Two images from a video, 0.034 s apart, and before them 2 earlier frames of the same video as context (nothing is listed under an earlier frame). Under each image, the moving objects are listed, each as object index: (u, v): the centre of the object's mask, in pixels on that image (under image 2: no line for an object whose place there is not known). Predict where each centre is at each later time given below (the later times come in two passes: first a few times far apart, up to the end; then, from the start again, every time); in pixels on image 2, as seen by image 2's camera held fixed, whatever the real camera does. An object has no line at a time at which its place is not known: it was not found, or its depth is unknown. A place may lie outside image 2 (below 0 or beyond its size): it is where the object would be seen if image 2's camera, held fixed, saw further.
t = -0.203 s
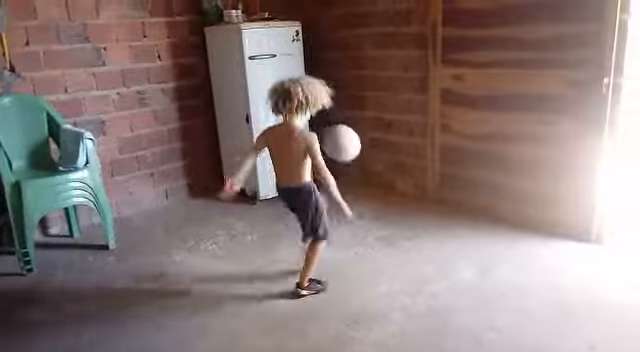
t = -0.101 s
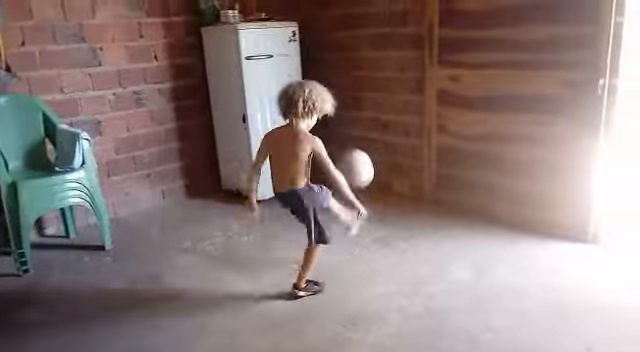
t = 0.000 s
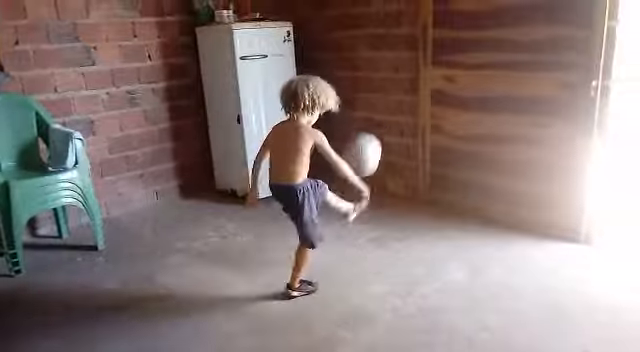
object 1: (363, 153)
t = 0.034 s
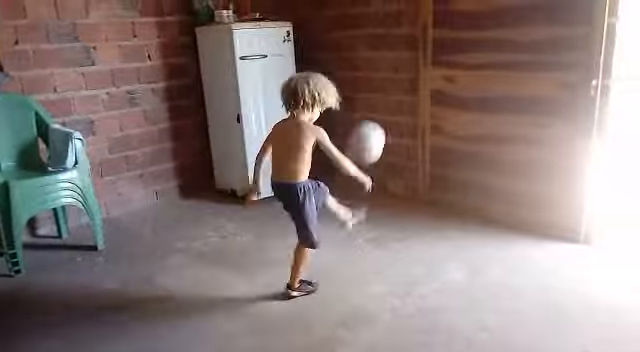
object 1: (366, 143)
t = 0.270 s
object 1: (392, 109)
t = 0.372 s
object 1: (405, 124)
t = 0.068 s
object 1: (369, 132)
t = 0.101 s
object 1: (374, 123)
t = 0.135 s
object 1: (377, 116)
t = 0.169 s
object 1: (381, 111)
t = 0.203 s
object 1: (384, 109)
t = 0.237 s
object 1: (388, 108)
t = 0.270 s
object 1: (392, 109)
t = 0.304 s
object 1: (396, 112)
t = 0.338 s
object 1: (400, 116)
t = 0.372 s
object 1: (405, 124)
